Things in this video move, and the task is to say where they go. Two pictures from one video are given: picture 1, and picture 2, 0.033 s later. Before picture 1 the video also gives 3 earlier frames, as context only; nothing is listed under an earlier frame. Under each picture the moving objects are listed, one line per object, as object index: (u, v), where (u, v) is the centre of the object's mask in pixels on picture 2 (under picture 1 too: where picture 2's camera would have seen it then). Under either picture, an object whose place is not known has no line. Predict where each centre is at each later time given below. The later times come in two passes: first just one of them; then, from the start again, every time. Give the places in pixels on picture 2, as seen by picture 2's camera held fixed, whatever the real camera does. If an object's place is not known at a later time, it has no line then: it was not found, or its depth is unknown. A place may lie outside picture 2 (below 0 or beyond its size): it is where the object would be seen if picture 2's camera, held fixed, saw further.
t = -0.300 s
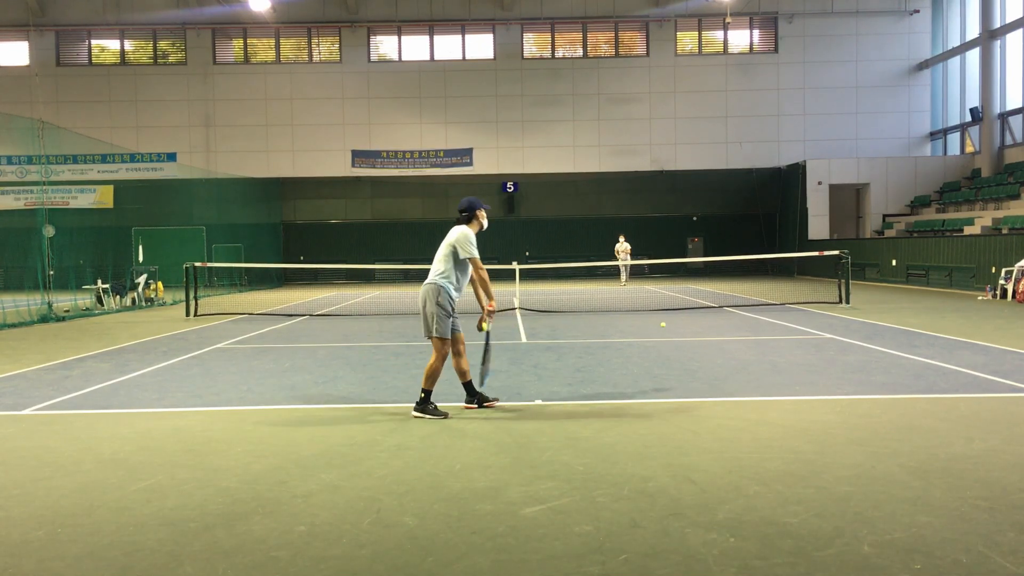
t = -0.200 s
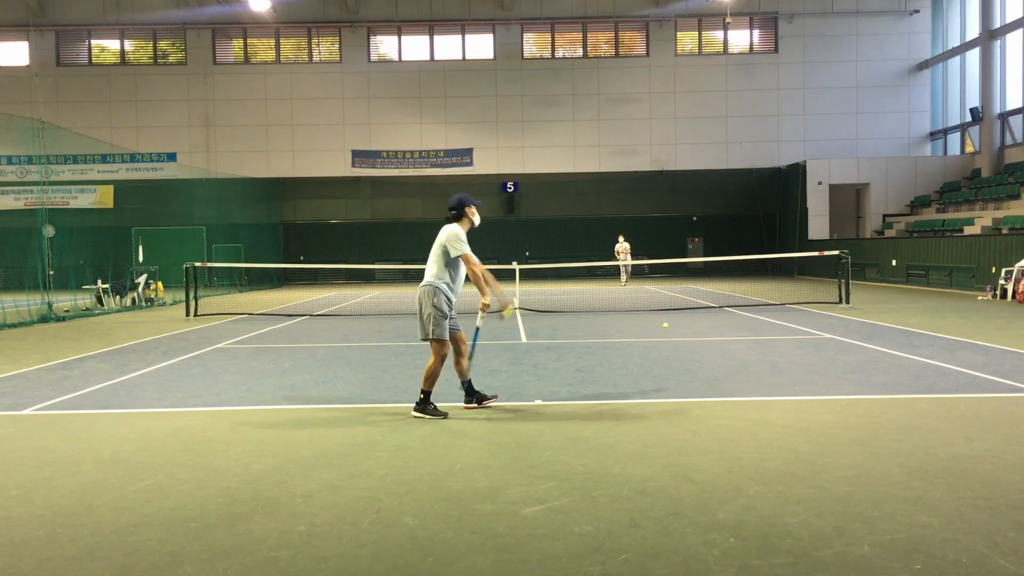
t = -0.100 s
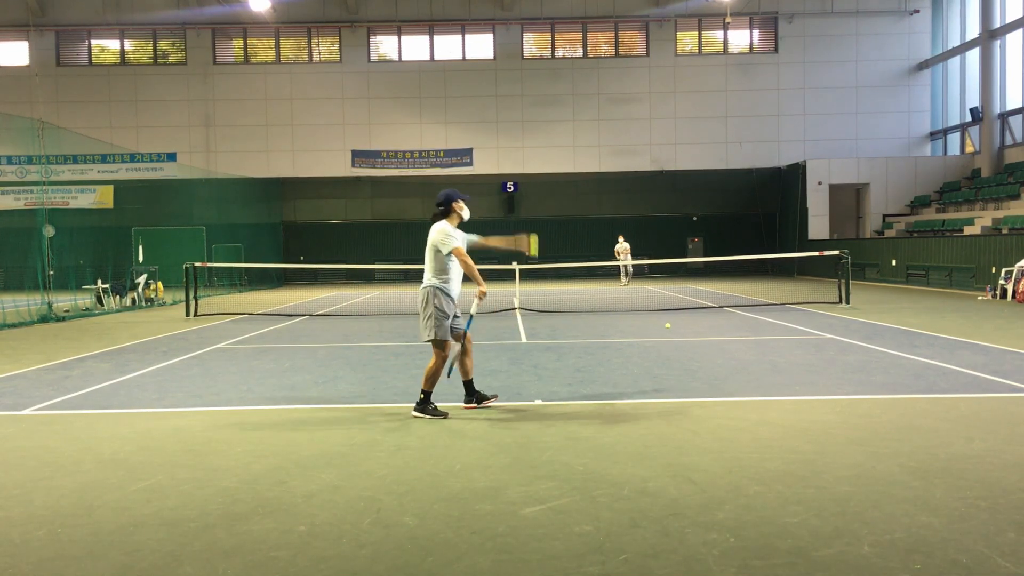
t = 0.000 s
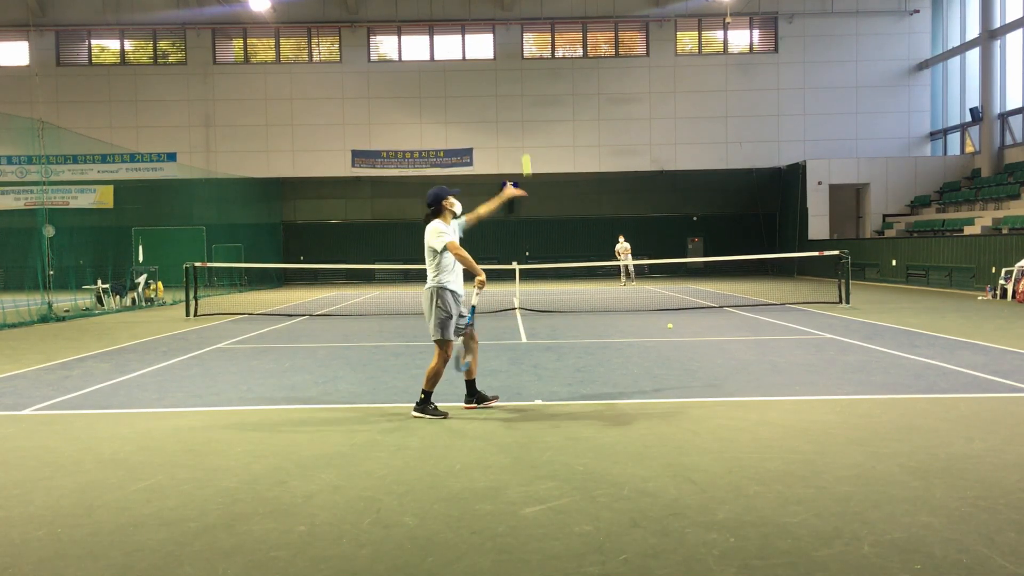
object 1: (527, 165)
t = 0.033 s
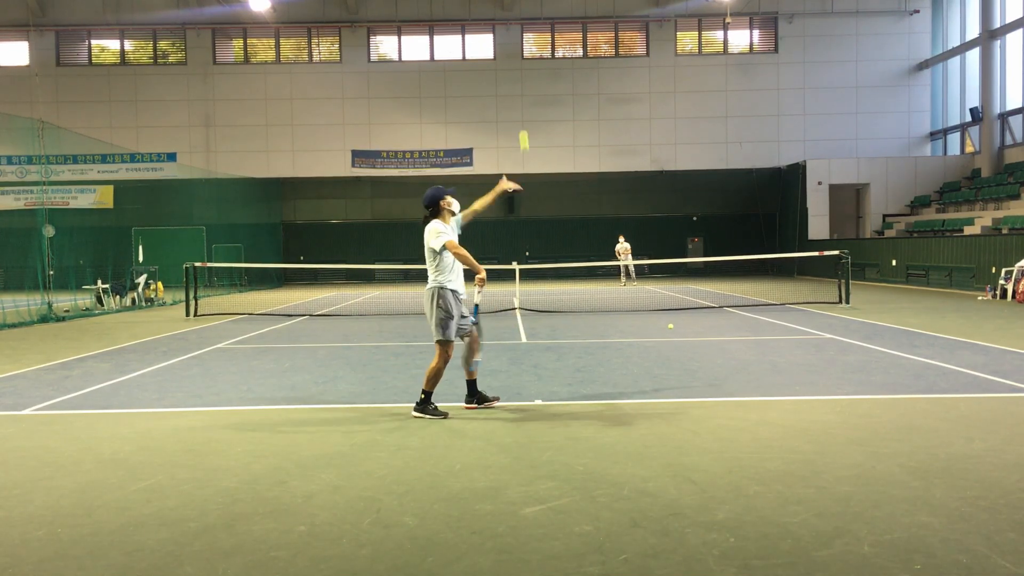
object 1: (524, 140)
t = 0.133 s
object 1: (516, 77)
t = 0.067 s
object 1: (521, 118)
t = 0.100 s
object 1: (519, 97)
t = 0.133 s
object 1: (516, 77)
